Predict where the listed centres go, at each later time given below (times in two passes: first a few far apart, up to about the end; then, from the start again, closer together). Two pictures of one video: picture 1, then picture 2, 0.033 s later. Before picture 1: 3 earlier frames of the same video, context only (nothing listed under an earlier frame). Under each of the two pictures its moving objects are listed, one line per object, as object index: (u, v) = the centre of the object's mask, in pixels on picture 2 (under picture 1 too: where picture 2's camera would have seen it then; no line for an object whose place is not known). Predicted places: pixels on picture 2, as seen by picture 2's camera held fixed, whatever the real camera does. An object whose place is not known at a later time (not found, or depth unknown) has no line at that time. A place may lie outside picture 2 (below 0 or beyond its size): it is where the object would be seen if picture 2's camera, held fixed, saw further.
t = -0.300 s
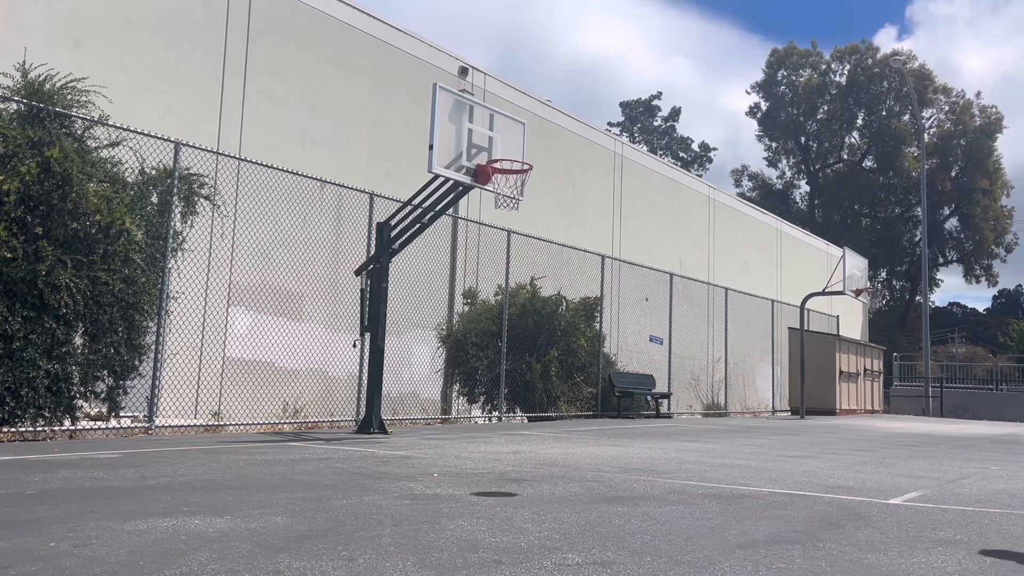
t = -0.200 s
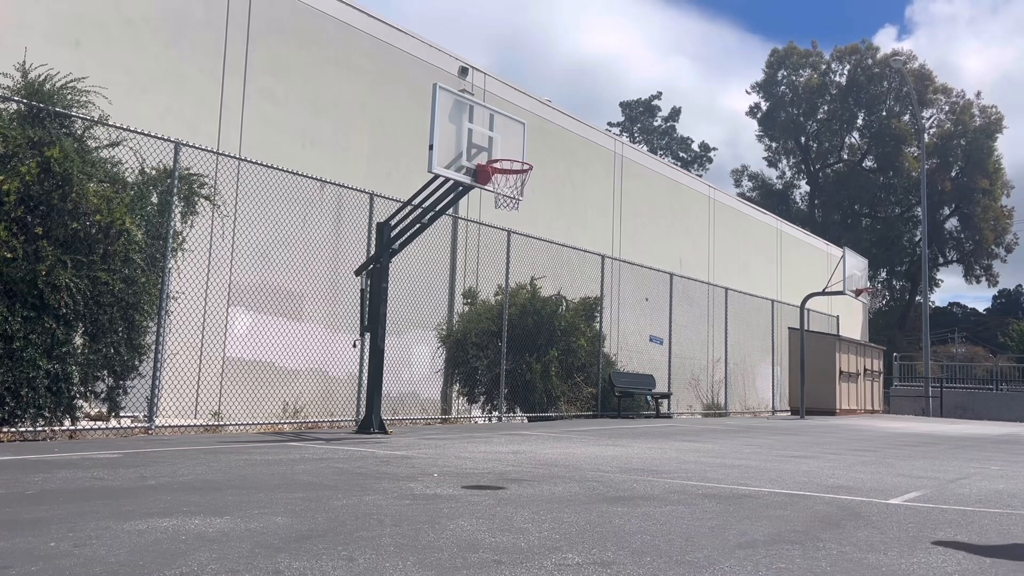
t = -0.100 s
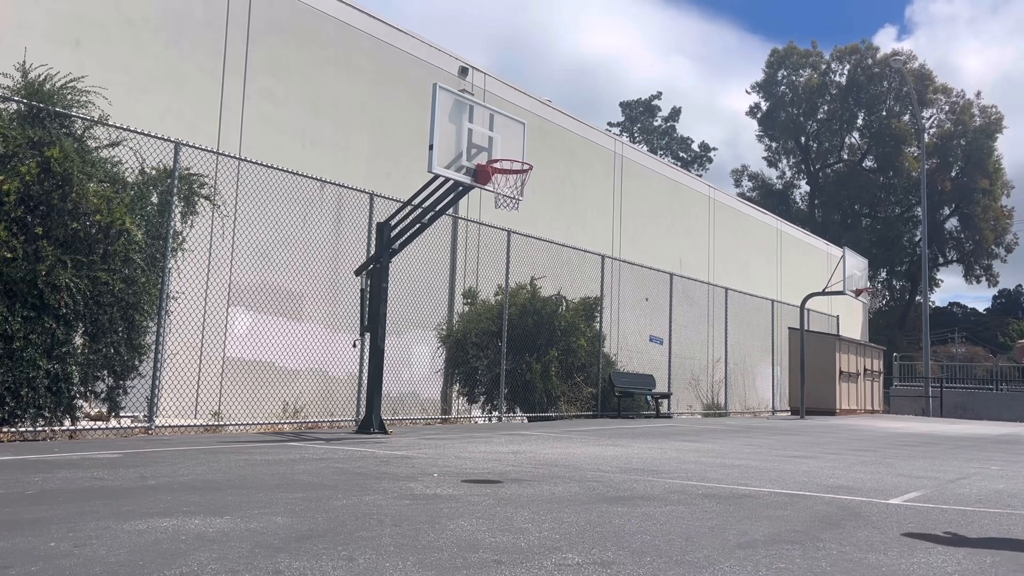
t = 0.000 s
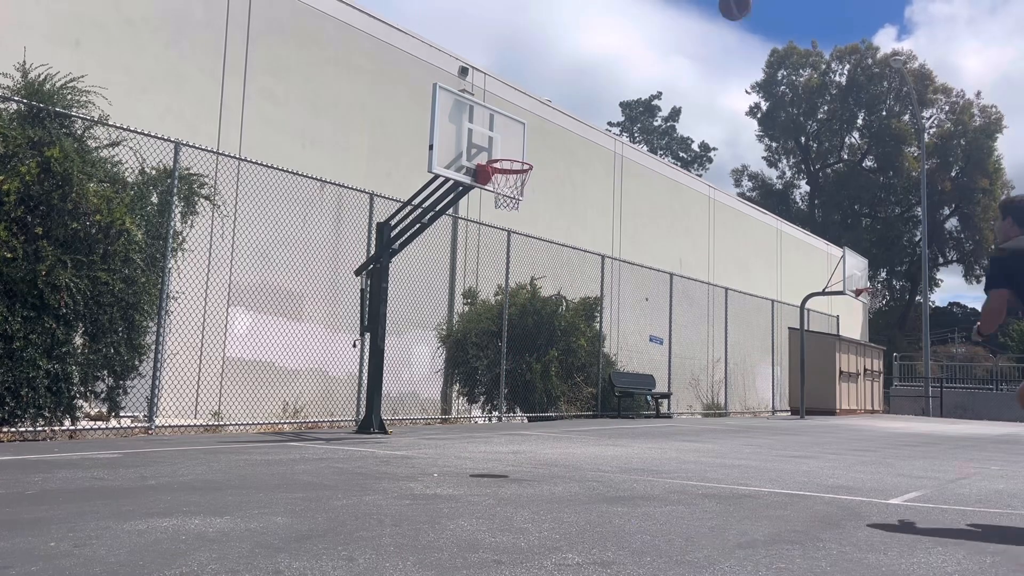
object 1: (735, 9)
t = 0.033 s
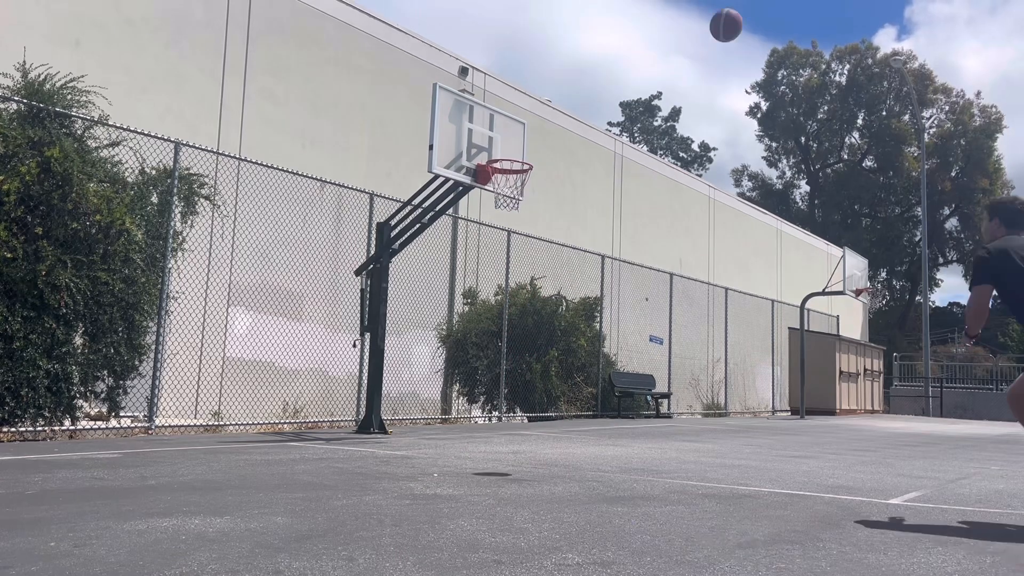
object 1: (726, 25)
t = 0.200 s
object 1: (684, 147)
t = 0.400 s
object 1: (637, 315)
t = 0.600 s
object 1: (609, 393)
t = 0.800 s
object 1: (602, 260)
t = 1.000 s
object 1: (596, 177)
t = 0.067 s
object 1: (717, 48)
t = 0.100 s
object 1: (708, 72)
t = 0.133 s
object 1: (700, 96)
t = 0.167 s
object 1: (691, 121)
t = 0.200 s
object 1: (684, 147)
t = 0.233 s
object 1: (675, 173)
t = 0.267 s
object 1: (667, 200)
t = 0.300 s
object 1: (659, 228)
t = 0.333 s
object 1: (651, 256)
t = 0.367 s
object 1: (644, 285)
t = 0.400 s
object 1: (637, 315)
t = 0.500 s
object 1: (618, 409)
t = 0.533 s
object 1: (610, 443)
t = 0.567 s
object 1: (609, 421)
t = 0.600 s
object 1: (609, 393)
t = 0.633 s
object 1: (606, 366)
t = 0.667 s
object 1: (607, 343)
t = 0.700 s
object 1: (605, 320)
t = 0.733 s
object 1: (604, 298)
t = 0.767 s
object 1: (603, 278)
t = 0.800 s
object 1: (602, 260)
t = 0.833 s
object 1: (601, 243)
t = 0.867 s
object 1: (600, 227)
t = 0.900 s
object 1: (599, 212)
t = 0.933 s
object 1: (598, 199)
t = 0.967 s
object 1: (597, 188)
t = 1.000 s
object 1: (596, 177)
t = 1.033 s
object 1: (595, 167)
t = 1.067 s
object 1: (593, 159)
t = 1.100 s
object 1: (593, 151)
